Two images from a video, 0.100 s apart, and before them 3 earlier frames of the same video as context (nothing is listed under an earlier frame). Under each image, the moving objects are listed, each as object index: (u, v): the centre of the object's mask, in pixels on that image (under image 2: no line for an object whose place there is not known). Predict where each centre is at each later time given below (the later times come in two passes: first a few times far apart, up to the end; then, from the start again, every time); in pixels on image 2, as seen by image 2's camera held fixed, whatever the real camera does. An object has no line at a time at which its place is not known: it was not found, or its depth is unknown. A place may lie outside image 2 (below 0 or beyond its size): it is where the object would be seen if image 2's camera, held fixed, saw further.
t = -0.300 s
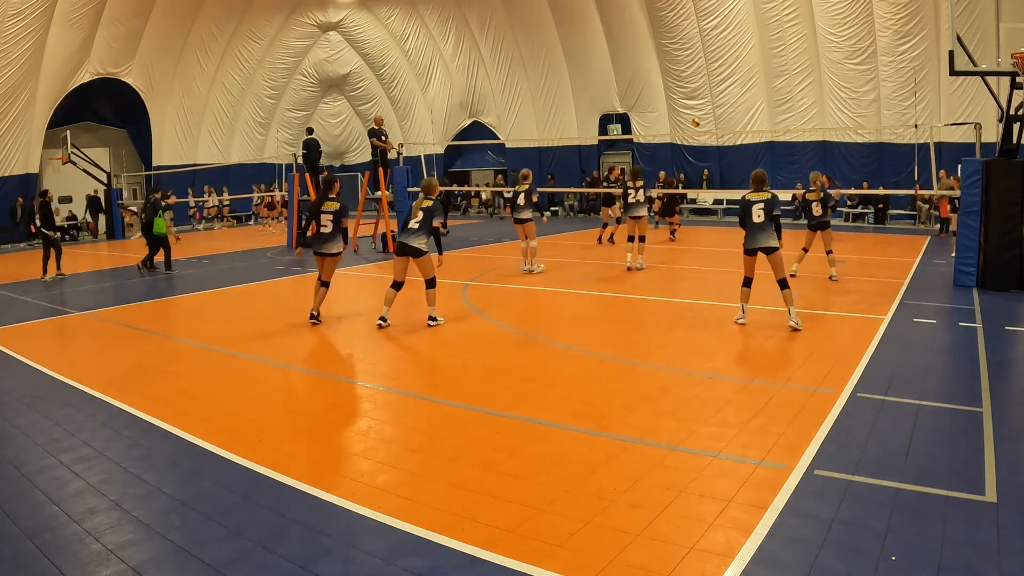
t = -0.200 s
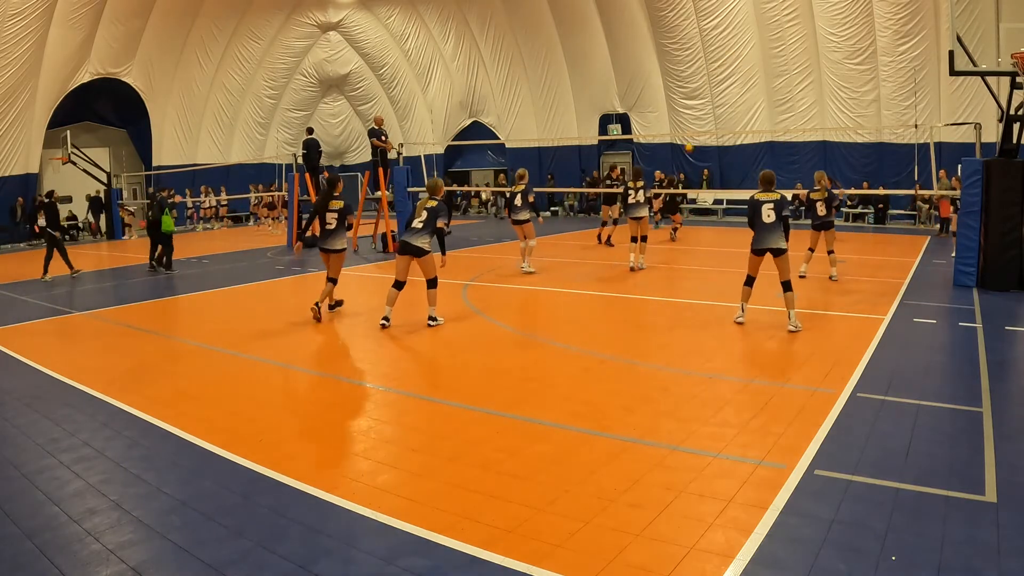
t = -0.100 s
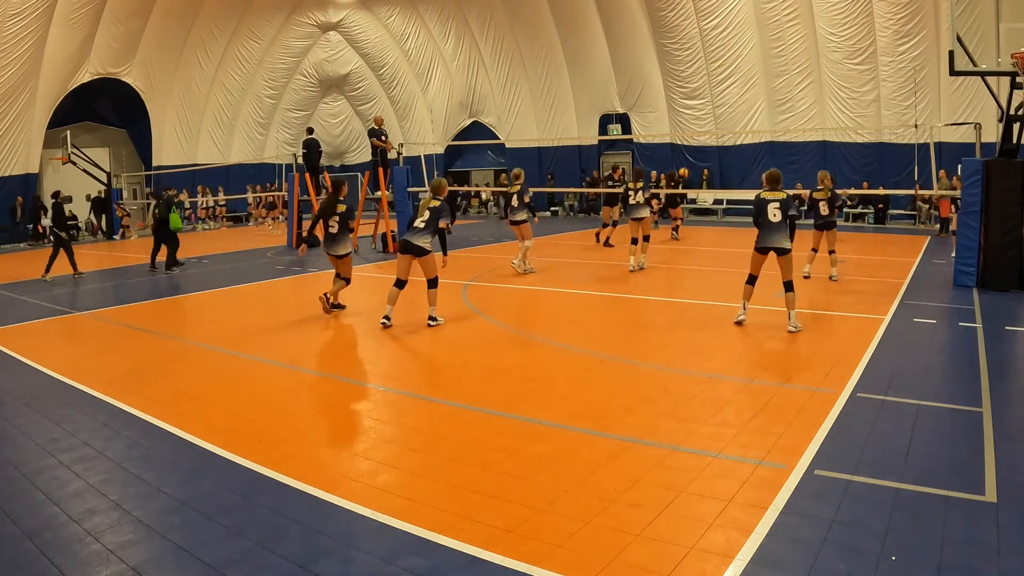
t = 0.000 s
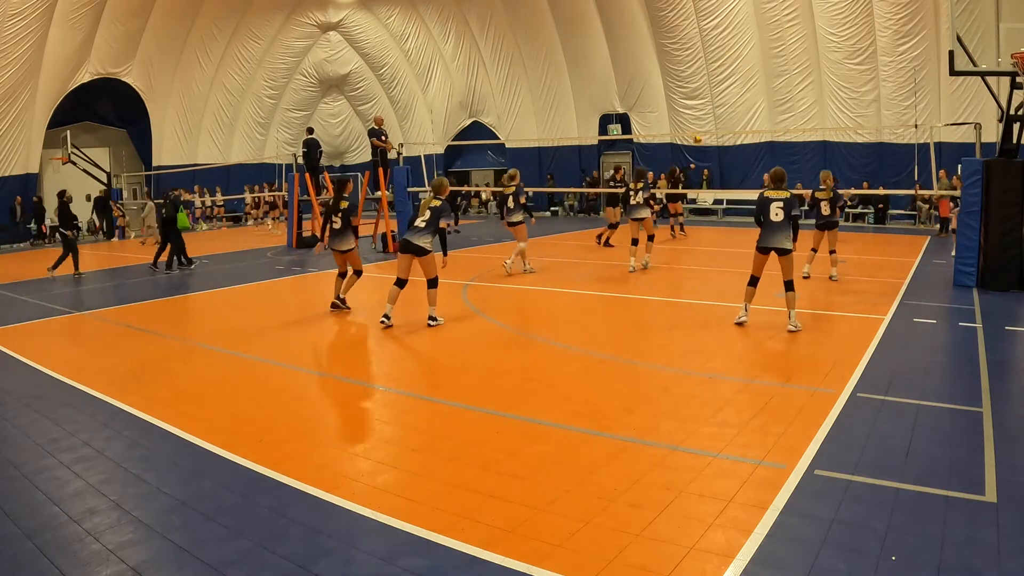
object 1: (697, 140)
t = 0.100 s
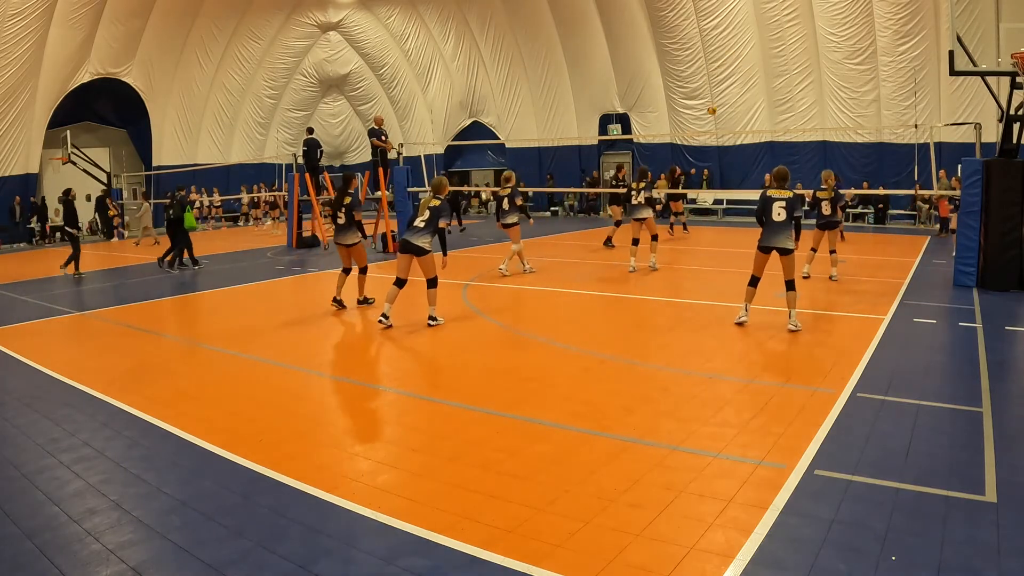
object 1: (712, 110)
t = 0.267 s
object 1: (735, 70)
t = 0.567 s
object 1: (780, 27)
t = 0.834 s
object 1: (822, 22)
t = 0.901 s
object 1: (833, 27)
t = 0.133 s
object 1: (716, 101)
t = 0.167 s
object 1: (721, 93)
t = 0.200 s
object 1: (726, 84)
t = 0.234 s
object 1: (730, 77)
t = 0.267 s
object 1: (735, 70)
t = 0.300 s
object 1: (740, 63)
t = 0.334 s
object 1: (745, 57)
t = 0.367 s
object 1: (750, 51)
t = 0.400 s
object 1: (755, 46)
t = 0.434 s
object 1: (760, 41)
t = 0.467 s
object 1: (765, 37)
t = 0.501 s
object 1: (770, 33)
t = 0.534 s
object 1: (775, 30)
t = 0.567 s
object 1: (780, 27)
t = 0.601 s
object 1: (785, 24)
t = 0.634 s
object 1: (790, 22)
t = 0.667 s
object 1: (795, 21)
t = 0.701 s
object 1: (800, 20)
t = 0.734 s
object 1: (805, 20)
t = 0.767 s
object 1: (811, 20)
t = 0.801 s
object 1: (816, 21)
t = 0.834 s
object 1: (822, 22)
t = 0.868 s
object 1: (828, 24)
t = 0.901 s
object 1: (833, 27)
